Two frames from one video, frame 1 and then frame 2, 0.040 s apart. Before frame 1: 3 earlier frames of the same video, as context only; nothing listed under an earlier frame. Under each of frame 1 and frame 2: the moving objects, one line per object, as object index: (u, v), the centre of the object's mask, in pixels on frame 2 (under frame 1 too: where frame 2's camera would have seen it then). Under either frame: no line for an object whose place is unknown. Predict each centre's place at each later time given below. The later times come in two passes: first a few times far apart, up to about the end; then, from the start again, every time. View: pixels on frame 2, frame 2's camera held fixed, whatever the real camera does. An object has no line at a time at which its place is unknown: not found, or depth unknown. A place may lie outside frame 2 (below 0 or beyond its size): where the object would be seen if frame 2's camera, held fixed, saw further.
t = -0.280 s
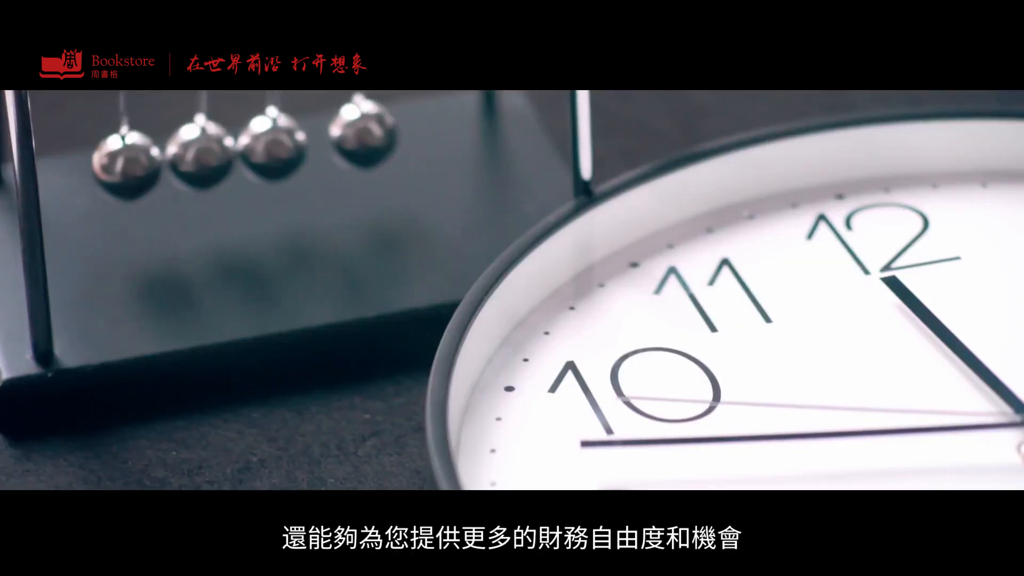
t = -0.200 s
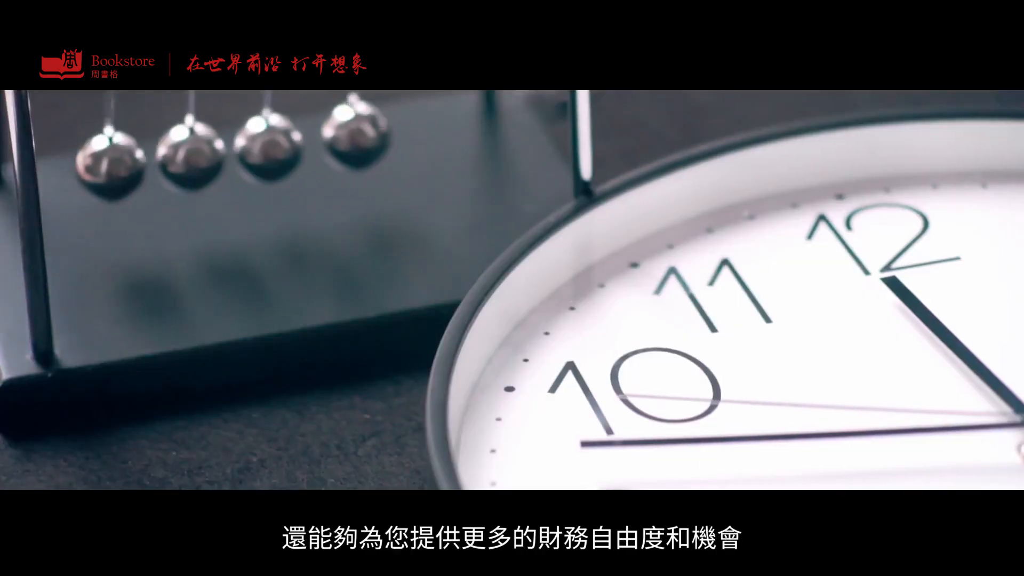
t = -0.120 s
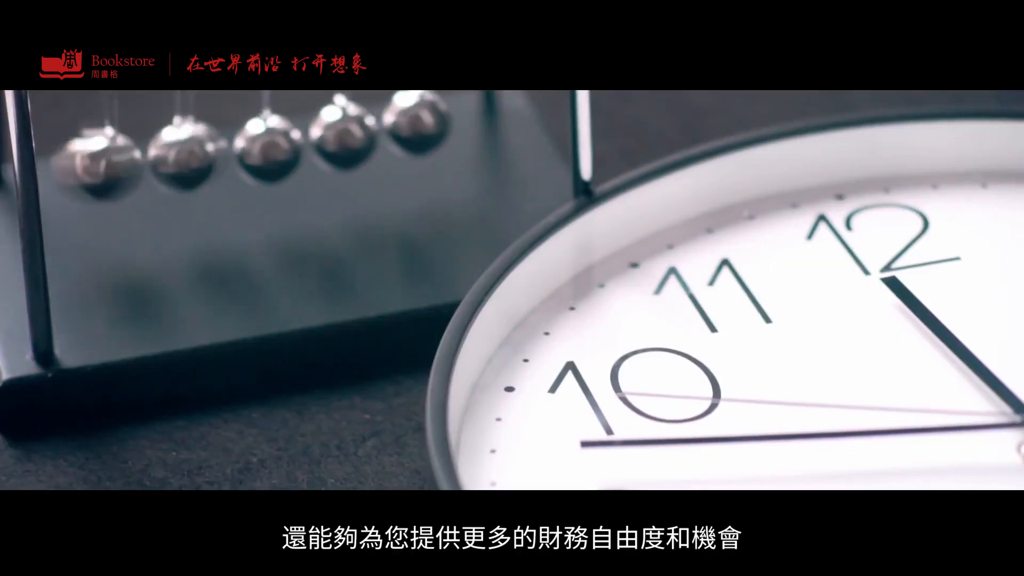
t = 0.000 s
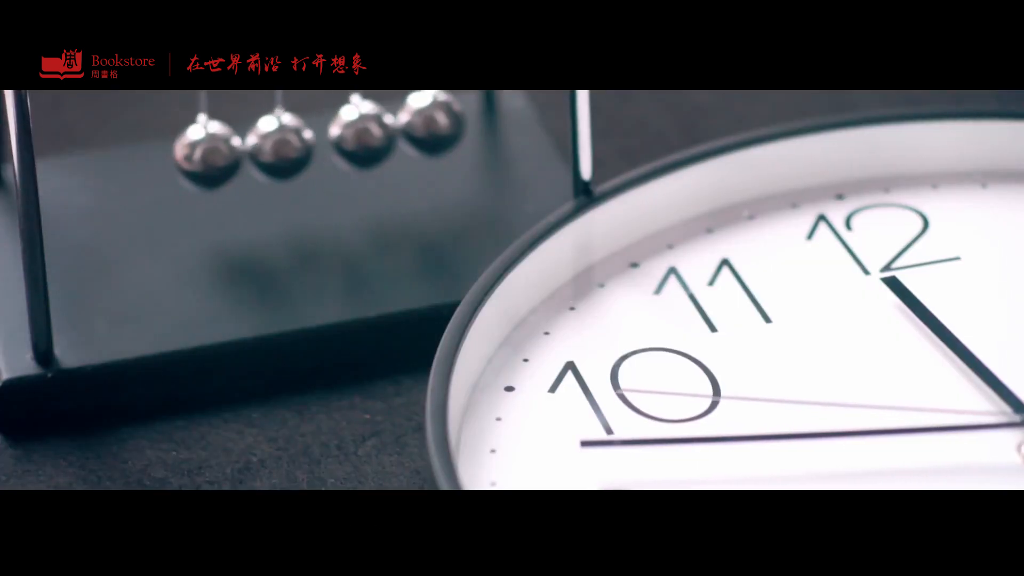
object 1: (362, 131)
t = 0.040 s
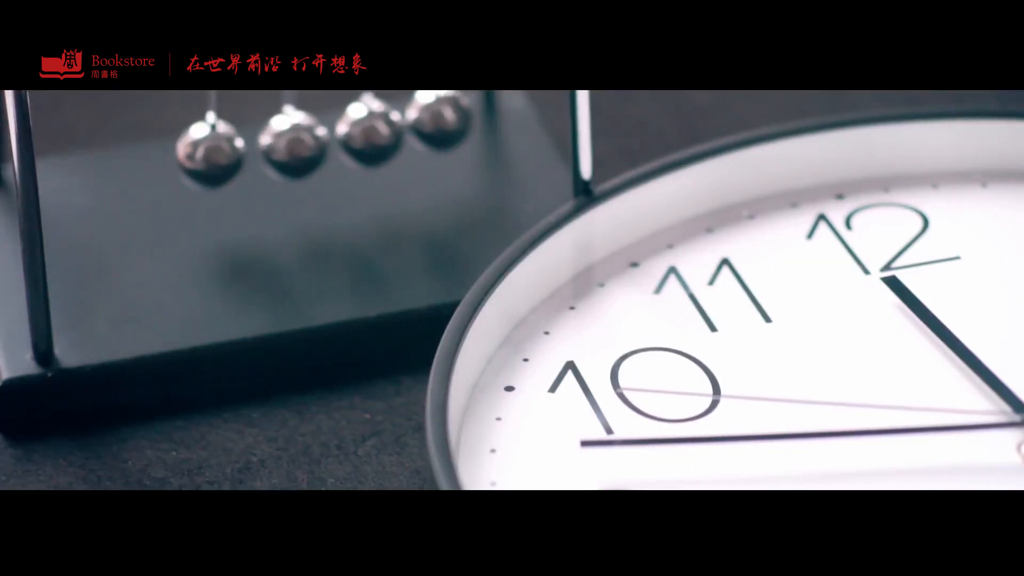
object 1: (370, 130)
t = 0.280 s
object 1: (395, 126)
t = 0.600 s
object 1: (350, 133)
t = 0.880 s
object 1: (385, 129)
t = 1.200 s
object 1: (370, 131)
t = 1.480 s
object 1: (354, 133)
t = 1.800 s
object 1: (381, 130)
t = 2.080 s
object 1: (351, 133)
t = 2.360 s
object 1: (374, 131)
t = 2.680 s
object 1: (374, 131)
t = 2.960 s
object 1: (349, 133)
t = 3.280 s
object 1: (378, 130)
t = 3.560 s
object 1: (351, 134)
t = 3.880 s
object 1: (369, 131)
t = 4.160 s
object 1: (371, 132)
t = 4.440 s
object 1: (347, 133)
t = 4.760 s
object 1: (375, 130)
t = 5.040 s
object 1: (358, 133)
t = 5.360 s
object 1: (363, 132)
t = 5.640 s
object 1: (375, 131)
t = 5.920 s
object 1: (346, 133)
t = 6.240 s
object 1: (373, 130)
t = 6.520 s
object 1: (359, 133)
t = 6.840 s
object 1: (357, 133)
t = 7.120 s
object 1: (375, 131)
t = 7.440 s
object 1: (347, 134)
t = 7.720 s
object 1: (368, 131)
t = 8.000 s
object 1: (364, 132)
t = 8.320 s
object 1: (352, 133)
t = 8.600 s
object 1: (375, 130)
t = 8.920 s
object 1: (347, 133)
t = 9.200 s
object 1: (366, 131)
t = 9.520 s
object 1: (365, 132)
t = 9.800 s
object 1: (348, 134)
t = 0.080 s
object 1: (376, 129)
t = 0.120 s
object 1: (387, 129)
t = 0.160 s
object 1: (390, 128)
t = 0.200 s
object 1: (389, 128)
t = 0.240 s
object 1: (385, 128)
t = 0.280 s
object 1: (395, 126)
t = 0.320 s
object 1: (386, 129)
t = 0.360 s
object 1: (376, 130)
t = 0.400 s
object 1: (373, 131)
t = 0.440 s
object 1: (370, 132)
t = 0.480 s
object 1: (365, 132)
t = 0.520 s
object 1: (360, 132)
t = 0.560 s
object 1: (355, 133)
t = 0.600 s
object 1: (350, 133)
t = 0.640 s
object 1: (344, 133)
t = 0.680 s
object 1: (345, 133)
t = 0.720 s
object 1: (354, 133)
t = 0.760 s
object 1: (362, 132)
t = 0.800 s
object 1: (369, 131)
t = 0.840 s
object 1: (376, 130)
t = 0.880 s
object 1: (385, 129)
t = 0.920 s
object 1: (387, 129)
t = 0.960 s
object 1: (386, 129)
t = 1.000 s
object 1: (382, 129)
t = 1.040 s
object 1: (389, 129)
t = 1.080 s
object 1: (381, 129)
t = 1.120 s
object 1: (377, 130)
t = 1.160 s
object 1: (374, 131)
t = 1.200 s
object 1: (370, 131)
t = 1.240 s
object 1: (364, 132)
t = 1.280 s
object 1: (358, 132)
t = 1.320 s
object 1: (353, 134)
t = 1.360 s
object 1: (348, 133)
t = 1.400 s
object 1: (344, 133)
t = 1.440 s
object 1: (348, 133)
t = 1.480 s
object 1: (354, 133)
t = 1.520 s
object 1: (359, 132)
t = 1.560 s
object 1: (365, 131)
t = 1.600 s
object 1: (373, 131)
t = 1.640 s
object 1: (380, 130)
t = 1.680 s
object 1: (382, 129)
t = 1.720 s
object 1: (382, 130)
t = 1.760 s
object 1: (380, 129)
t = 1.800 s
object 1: (381, 130)
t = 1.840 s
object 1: (380, 130)
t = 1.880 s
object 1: (378, 130)
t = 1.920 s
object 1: (375, 131)
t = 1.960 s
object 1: (369, 131)
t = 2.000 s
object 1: (363, 132)
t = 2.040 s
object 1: (357, 132)
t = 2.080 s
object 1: (351, 133)
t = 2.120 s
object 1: (346, 134)
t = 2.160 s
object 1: (344, 133)
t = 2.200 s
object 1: (347, 133)
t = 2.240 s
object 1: (352, 133)
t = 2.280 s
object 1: (360, 132)
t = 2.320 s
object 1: (368, 132)
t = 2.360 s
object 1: (374, 131)
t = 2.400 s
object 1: (378, 130)
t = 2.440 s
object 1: (380, 130)
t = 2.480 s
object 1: (380, 130)
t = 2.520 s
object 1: (379, 130)
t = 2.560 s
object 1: (380, 130)
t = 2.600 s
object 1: (380, 130)
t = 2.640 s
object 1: (378, 130)
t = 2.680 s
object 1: (374, 131)
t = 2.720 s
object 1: (368, 131)
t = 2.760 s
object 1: (361, 132)
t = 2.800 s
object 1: (354, 133)
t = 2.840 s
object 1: (348, 133)
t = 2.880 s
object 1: (345, 134)
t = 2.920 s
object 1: (345, 133)
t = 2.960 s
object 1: (349, 133)
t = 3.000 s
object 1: (354, 133)
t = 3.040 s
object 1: (360, 132)
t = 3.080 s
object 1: (366, 132)
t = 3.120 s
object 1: (371, 131)
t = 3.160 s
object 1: (375, 131)
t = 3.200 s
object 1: (377, 130)
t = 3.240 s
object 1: (377, 130)
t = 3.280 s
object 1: (378, 130)
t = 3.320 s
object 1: (379, 130)
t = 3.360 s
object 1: (377, 130)
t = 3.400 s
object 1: (373, 131)
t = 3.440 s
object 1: (368, 132)
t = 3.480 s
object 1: (362, 132)
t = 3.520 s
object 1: (356, 133)
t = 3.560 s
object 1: (351, 134)
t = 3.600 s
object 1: (347, 133)
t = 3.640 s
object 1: (345, 134)
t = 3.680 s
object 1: (346, 133)
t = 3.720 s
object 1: (350, 133)
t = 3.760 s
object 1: (355, 133)
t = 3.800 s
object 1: (360, 132)
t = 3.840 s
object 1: (365, 132)
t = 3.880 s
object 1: (369, 131)
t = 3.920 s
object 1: (373, 131)
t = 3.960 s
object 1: (375, 130)
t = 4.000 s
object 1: (376, 130)
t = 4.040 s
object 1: (378, 130)
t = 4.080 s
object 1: (376, 130)
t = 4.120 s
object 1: (375, 131)
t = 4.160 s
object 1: (371, 132)
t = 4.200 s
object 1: (366, 132)
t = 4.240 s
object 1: (361, 133)
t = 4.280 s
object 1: (355, 133)
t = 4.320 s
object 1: (350, 133)
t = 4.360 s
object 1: (347, 134)
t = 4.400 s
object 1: (345, 133)
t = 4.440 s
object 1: (347, 133)
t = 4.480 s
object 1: (350, 134)
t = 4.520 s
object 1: (353, 133)
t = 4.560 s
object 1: (357, 133)
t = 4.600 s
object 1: (361, 132)
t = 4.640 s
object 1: (366, 132)
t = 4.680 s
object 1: (370, 131)
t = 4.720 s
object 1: (374, 130)
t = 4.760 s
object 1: (375, 130)
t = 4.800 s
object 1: (377, 130)
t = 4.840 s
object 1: (376, 130)
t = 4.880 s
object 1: (375, 130)
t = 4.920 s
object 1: (372, 131)
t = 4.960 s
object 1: (368, 132)
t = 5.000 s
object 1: (363, 132)
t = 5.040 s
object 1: (358, 133)
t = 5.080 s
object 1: (353, 133)
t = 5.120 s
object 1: (348, 133)
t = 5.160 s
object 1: (345, 133)
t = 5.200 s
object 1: (346, 134)
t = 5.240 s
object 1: (349, 133)
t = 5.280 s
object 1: (353, 133)
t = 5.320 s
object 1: (358, 132)
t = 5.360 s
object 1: (363, 132)
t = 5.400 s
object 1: (367, 132)
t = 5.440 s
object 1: (371, 131)
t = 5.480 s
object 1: (373, 130)
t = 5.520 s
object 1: (375, 130)
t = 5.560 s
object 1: (377, 130)
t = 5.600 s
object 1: (377, 130)
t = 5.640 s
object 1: (375, 131)
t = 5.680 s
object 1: (372, 131)
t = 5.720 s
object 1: (367, 132)
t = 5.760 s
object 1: (361, 132)
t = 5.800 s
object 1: (356, 133)
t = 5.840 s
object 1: (350, 133)
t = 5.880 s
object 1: (349, 133)
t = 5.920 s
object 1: (346, 133)
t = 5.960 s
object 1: (347, 133)
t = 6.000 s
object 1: (349, 134)
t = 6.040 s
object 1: (353, 133)
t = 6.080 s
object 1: (357, 133)
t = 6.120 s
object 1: (362, 132)
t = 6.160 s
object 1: (366, 132)
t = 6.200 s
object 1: (369, 131)
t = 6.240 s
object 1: (373, 130)
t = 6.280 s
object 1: (376, 130)
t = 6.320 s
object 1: (377, 130)
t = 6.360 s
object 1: (376, 131)
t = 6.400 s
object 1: (373, 132)
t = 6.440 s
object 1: (369, 132)
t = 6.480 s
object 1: (364, 132)
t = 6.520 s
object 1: (359, 133)
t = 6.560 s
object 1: (354, 133)
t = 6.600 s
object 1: (351, 133)
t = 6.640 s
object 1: (349, 133)
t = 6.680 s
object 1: (348, 133)
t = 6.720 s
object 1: (349, 133)
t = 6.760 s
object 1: (350, 133)
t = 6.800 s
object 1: (353, 133)
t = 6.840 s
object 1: (357, 133)
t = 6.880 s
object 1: (361, 133)
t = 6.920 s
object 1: (366, 131)
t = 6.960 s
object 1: (369, 131)
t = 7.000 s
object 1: (371, 131)
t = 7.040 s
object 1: (376, 131)
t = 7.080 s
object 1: (377, 130)
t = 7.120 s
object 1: (375, 131)
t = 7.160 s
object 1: (372, 131)
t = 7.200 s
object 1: (367, 132)
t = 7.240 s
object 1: (363, 132)
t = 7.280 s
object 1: (359, 133)
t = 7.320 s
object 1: (354, 133)
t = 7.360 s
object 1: (351, 133)
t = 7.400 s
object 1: (348, 133)
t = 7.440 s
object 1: (347, 134)
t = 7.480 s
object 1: (347, 133)
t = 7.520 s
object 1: (349, 134)
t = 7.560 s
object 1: (352, 133)
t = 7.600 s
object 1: (357, 133)
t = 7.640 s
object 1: (361, 132)
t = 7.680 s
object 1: (364, 131)
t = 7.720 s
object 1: (368, 131)
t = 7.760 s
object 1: (372, 131)
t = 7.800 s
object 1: (375, 131)
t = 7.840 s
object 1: (374, 131)
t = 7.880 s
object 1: (373, 131)
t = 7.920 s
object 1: (371, 131)
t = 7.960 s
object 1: (368, 131)
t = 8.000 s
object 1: (364, 132)
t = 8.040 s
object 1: (359, 132)
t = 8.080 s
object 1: (355, 133)
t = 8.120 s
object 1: (351, 133)
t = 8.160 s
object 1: (348, 133)
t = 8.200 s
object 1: (347, 133)
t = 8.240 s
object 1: (347, 133)
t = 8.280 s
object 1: (349, 133)
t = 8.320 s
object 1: (352, 133)
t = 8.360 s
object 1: (356, 133)
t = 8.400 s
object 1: (361, 132)
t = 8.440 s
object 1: (365, 132)
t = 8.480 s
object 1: (369, 131)
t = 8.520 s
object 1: (373, 130)
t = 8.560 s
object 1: (375, 131)
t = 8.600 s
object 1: (375, 130)
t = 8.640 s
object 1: (374, 131)
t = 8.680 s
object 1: (372, 131)
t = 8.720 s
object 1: (368, 132)
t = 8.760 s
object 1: (365, 132)
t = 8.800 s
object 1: (360, 132)
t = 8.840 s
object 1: (356, 133)
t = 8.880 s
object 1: (351, 133)
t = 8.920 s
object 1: (347, 133)
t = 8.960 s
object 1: (347, 133)
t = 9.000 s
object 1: (347, 133)
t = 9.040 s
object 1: (349, 133)
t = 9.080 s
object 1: (353, 133)
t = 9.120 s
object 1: (358, 132)
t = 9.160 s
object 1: (362, 132)
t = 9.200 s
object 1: (366, 131)
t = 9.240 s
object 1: (369, 131)
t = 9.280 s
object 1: (373, 131)
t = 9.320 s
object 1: (375, 130)
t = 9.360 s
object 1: (376, 130)
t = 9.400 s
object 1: (376, 130)
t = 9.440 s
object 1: (374, 131)
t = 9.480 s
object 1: (370, 131)
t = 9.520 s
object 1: (365, 132)
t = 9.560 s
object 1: (359, 132)
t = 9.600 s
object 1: (354, 133)
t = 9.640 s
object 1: (350, 133)
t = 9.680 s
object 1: (347, 133)
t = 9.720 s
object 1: (346, 134)
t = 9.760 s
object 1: (346, 134)
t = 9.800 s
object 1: (348, 134)
